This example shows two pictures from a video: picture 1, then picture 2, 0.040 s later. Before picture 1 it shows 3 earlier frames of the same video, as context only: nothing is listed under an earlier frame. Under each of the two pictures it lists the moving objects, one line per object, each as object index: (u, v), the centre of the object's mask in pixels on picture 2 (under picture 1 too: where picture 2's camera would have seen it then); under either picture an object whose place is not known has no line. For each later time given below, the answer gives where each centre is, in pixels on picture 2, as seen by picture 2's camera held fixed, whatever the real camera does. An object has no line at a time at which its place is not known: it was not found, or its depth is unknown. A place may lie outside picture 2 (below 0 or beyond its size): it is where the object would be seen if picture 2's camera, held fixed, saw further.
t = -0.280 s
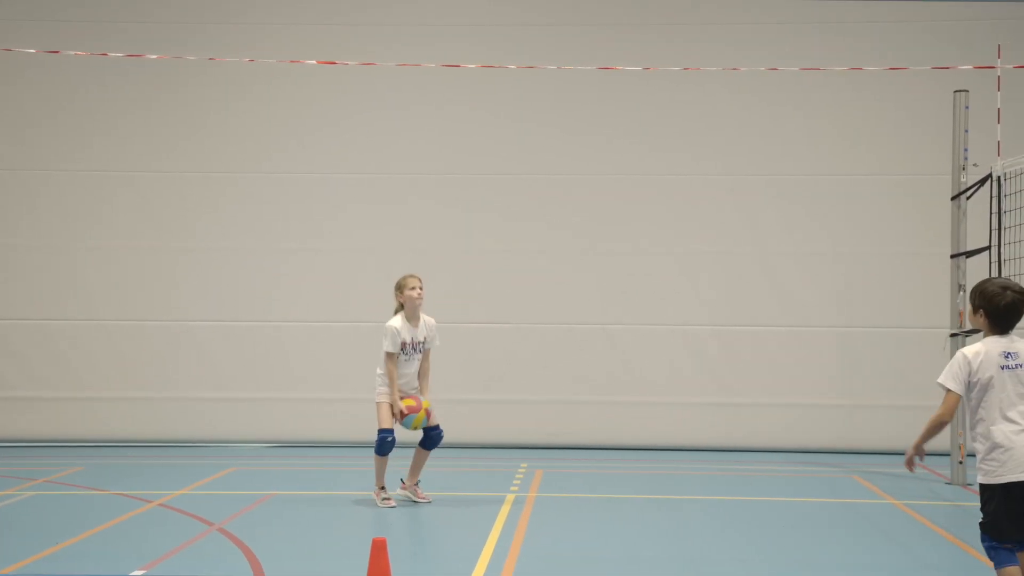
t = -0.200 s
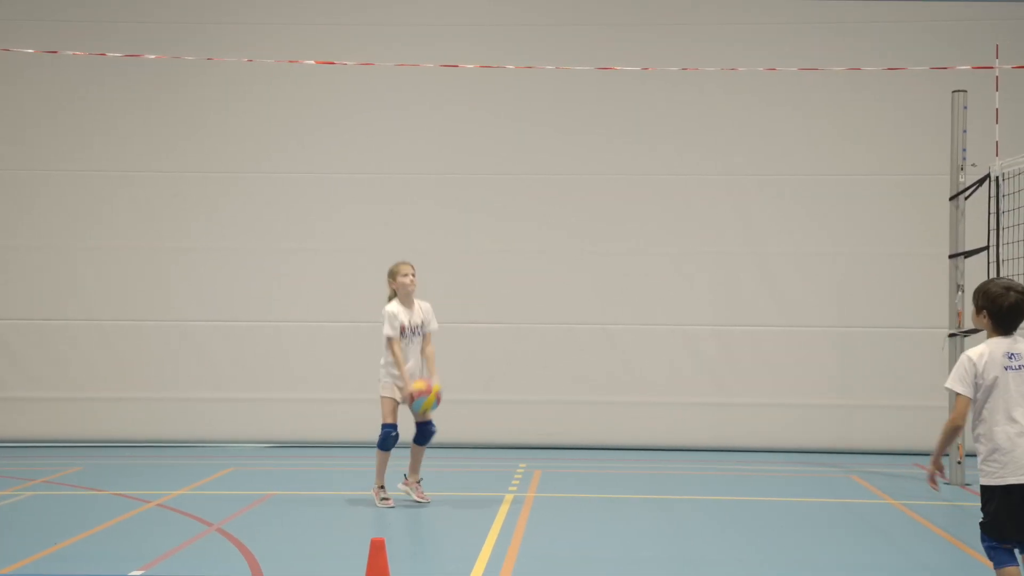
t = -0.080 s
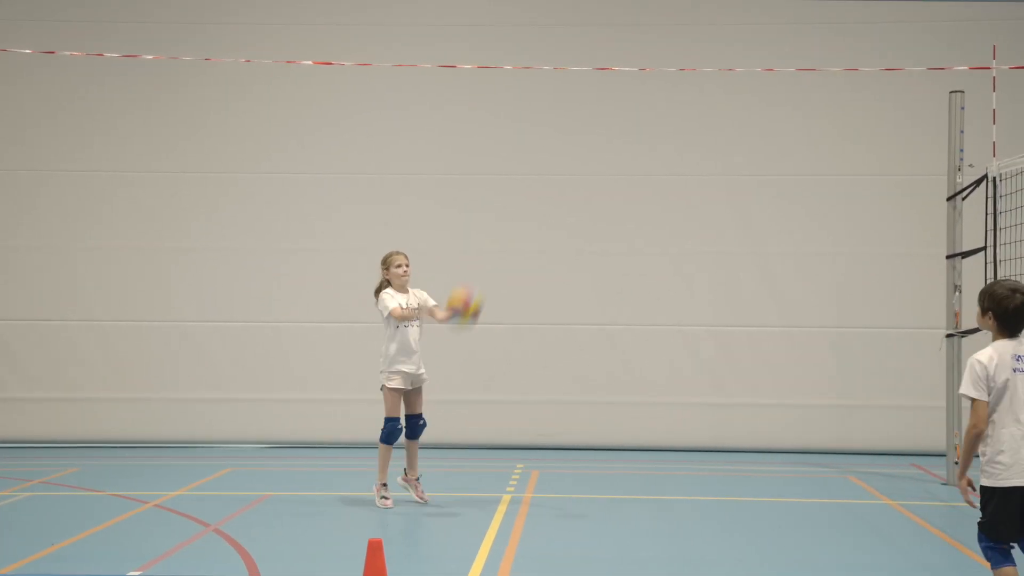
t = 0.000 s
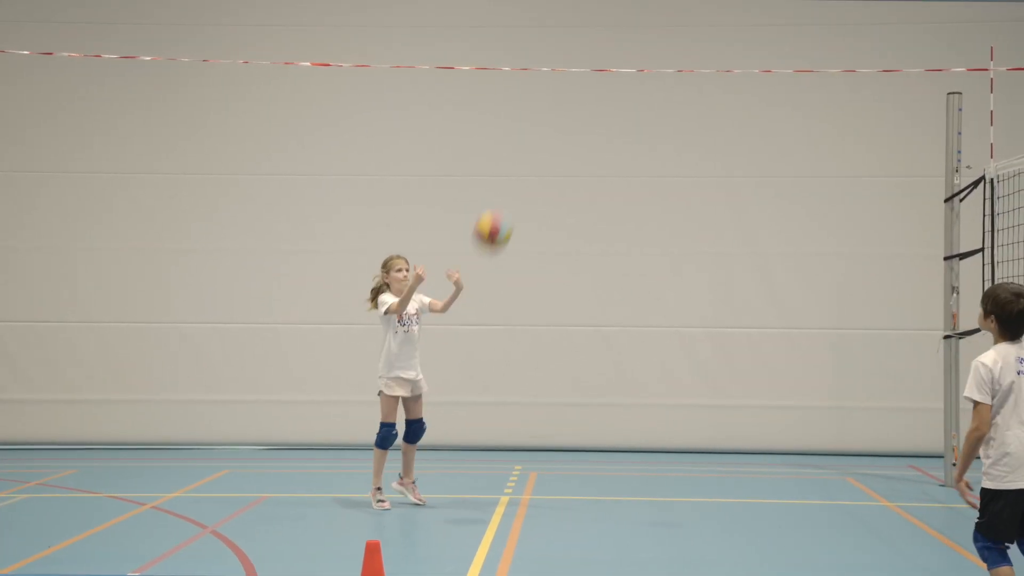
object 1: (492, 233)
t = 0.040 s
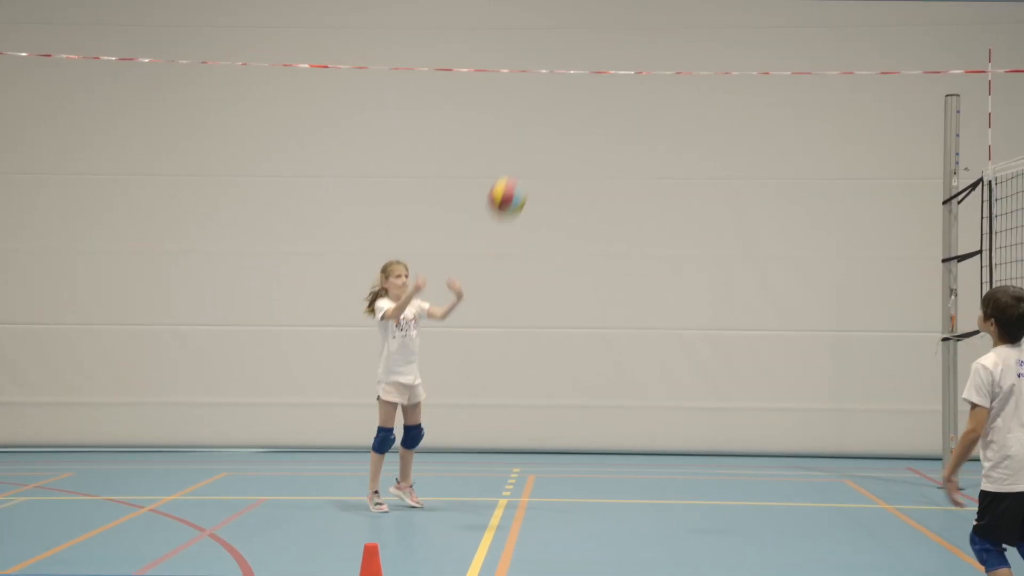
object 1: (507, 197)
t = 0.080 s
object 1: (523, 165)
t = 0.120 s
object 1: (540, 133)
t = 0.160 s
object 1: (556, 105)
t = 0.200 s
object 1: (573, 78)
